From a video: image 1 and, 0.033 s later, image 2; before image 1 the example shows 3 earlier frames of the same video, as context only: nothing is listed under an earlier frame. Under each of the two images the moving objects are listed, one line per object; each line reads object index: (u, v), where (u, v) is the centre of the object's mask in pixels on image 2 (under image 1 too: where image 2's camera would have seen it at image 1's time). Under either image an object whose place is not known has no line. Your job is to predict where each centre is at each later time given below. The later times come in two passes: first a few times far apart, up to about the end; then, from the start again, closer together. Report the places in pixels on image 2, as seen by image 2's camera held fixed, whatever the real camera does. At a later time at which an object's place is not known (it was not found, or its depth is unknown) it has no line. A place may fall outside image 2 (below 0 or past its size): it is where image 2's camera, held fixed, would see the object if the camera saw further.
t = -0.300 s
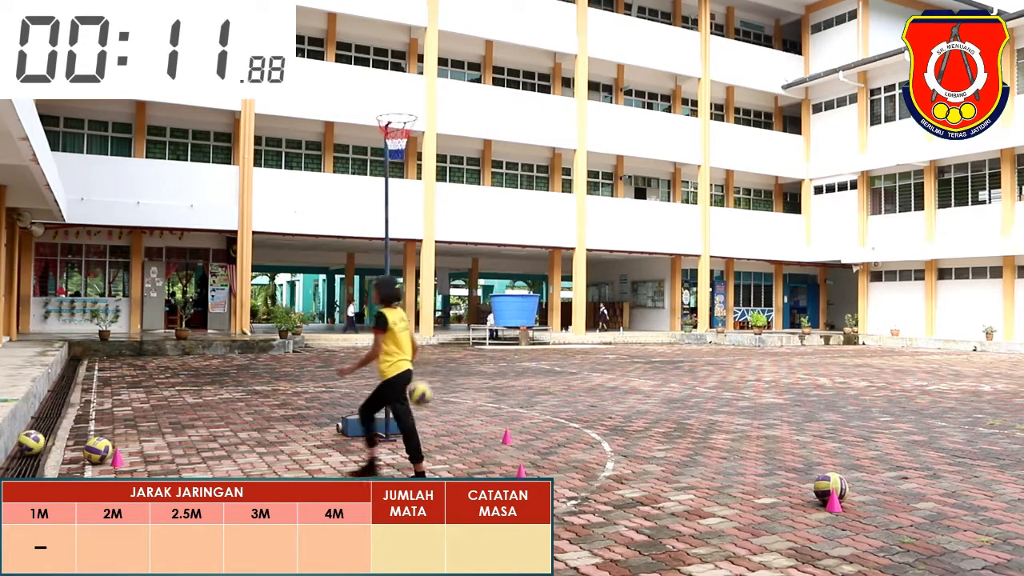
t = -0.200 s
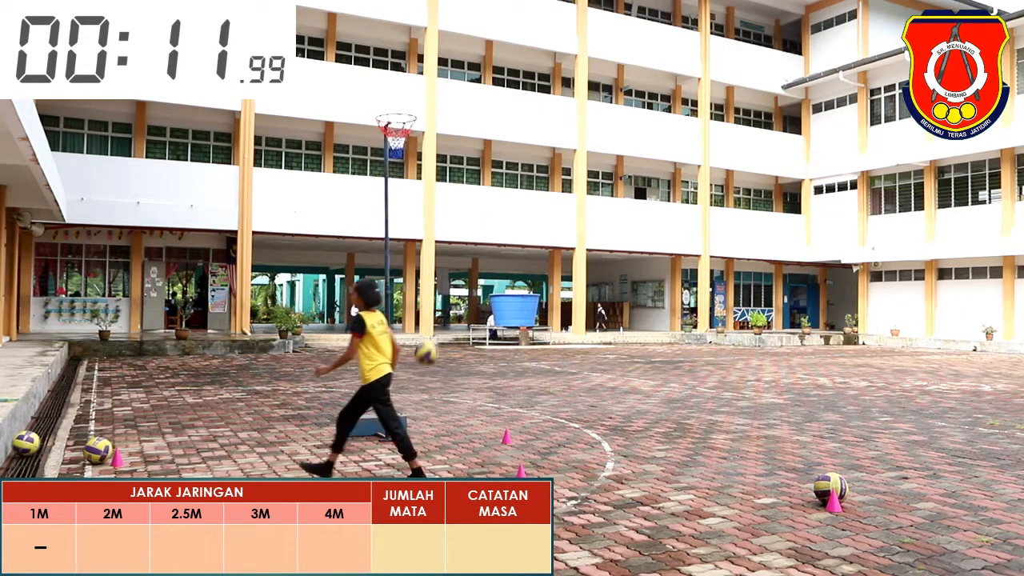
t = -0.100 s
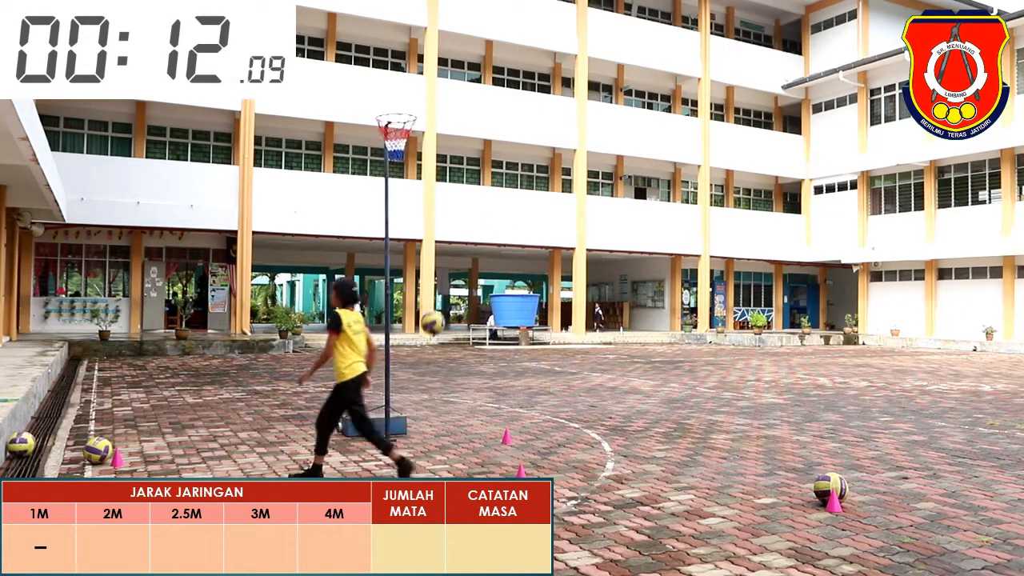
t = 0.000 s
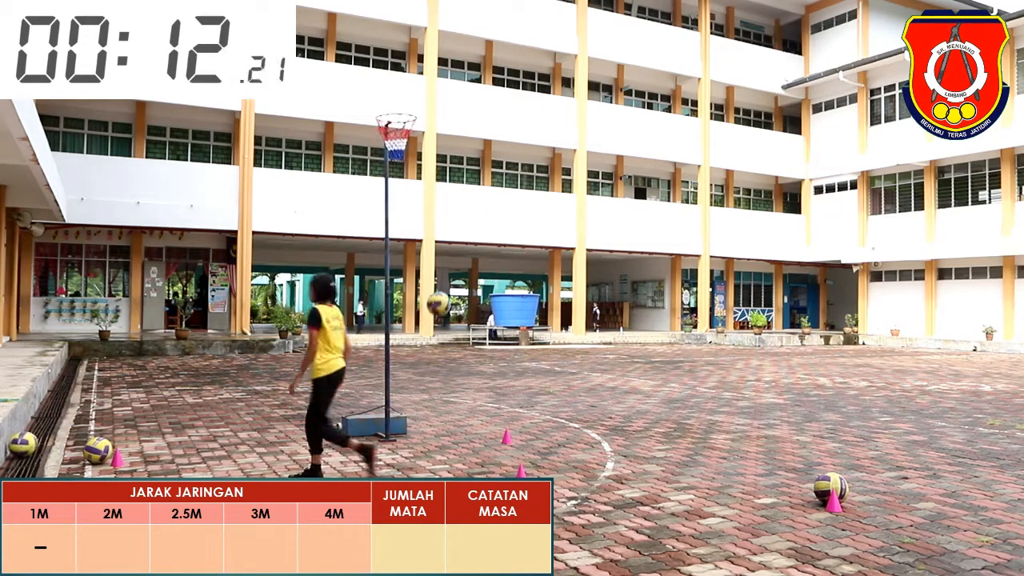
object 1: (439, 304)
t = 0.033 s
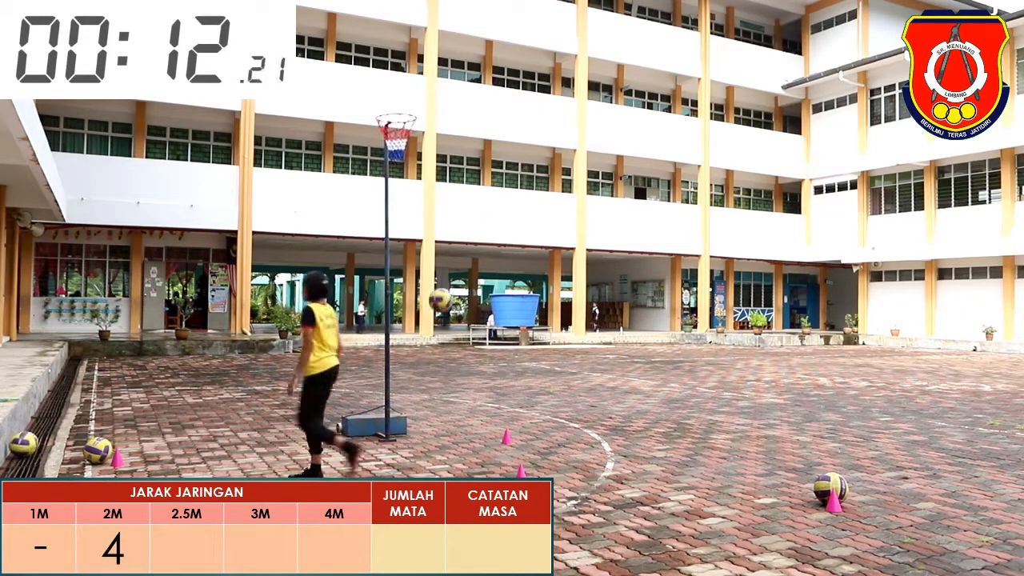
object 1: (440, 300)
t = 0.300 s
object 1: (456, 311)
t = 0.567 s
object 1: (469, 396)
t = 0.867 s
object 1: (486, 375)
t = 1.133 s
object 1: (501, 365)
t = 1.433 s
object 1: (518, 431)
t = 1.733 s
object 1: (535, 388)
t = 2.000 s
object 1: (549, 425)
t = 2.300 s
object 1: (562, 405)
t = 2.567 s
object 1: (573, 424)
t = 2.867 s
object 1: (586, 428)
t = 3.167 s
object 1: (597, 427)
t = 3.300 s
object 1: (603, 425)
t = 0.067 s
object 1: (442, 297)
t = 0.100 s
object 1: (444, 296)
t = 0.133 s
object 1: (446, 295)
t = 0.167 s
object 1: (448, 296)
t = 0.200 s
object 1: (449, 297)
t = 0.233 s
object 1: (451, 301)
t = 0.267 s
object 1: (454, 307)
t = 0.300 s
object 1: (456, 311)
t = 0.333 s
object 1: (457, 317)
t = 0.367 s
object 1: (458, 325)
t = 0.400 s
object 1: (459, 333)
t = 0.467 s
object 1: (464, 356)
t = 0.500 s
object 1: (465, 368)
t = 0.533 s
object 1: (467, 382)
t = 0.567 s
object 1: (469, 396)
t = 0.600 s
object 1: (470, 413)
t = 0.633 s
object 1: (471, 431)
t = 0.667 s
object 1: (473, 431)
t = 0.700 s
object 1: (475, 419)
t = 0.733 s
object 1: (477, 407)
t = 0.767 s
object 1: (480, 397)
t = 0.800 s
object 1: (482, 389)
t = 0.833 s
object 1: (484, 381)
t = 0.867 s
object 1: (486, 375)
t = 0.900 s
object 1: (488, 370)
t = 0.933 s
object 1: (490, 365)
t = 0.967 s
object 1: (491, 363)
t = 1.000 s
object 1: (494, 361)
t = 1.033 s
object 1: (496, 360)
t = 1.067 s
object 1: (498, 361)
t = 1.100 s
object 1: (500, 362)
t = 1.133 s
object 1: (501, 365)
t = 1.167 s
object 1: (503, 369)
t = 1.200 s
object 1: (505, 374)
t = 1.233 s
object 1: (507, 380)
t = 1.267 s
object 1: (509, 387)
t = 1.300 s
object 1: (511, 395)
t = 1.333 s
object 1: (513, 405)
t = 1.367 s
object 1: (515, 416)
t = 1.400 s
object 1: (516, 428)
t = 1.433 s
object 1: (518, 431)
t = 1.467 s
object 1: (520, 422)
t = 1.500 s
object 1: (522, 414)
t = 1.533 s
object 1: (524, 407)
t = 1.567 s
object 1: (526, 401)
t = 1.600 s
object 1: (528, 396)
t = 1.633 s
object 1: (530, 393)
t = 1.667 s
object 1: (531, 391)
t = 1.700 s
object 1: (533, 389)
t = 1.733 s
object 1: (535, 388)
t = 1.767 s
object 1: (537, 389)
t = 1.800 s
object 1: (539, 391)
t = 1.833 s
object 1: (540, 394)
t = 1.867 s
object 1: (542, 398)
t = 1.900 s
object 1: (544, 403)
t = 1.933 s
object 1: (546, 410)
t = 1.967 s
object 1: (548, 417)
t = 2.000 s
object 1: (549, 425)
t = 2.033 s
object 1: (551, 433)
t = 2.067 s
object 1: (553, 425)
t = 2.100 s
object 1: (554, 419)
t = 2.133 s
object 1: (555, 414)
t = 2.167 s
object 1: (557, 410)
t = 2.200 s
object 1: (558, 407)
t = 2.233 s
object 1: (560, 406)
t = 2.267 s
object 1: (561, 405)
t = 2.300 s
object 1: (562, 405)
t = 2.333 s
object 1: (564, 407)
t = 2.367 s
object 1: (565, 409)
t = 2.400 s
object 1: (566, 413)
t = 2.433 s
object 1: (568, 419)
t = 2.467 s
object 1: (569, 424)
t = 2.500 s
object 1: (570, 432)
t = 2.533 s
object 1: (572, 430)
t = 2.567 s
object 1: (573, 424)
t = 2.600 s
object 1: (575, 421)
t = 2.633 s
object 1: (576, 418)
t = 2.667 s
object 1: (578, 416)
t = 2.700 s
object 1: (579, 415)
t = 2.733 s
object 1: (581, 416)
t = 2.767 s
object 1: (582, 417)
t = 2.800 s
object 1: (583, 420)
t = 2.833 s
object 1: (585, 424)
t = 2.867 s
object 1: (586, 428)
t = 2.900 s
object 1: (587, 431)
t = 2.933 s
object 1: (589, 427)
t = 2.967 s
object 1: (590, 424)
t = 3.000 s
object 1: (591, 421)
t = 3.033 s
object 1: (592, 420)
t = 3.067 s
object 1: (594, 420)
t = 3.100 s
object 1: (595, 421)
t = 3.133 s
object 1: (596, 423)
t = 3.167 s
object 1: (597, 427)
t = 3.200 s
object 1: (599, 432)
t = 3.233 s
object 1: (600, 429)
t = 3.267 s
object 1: (601, 427)
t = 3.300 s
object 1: (603, 425)
